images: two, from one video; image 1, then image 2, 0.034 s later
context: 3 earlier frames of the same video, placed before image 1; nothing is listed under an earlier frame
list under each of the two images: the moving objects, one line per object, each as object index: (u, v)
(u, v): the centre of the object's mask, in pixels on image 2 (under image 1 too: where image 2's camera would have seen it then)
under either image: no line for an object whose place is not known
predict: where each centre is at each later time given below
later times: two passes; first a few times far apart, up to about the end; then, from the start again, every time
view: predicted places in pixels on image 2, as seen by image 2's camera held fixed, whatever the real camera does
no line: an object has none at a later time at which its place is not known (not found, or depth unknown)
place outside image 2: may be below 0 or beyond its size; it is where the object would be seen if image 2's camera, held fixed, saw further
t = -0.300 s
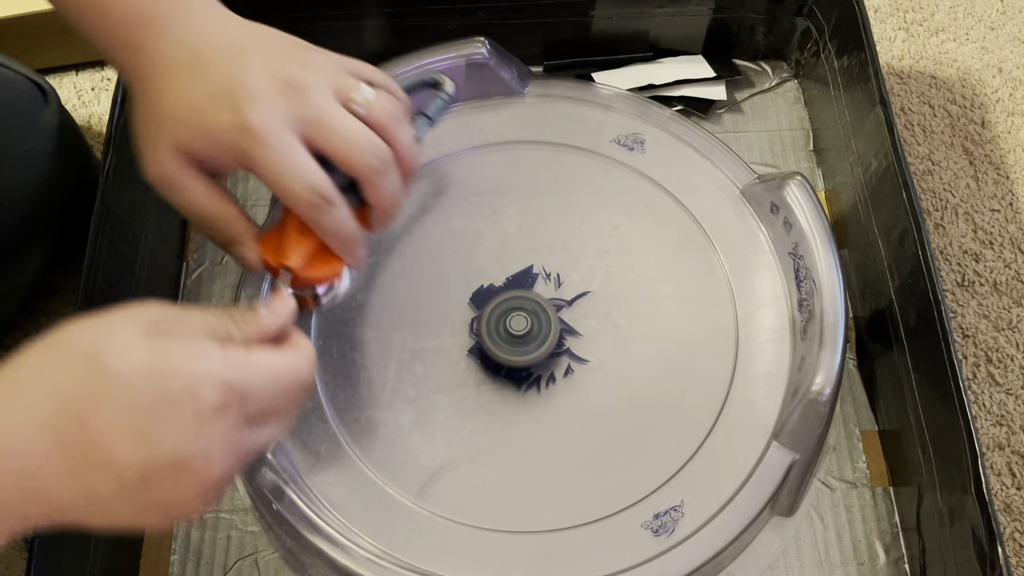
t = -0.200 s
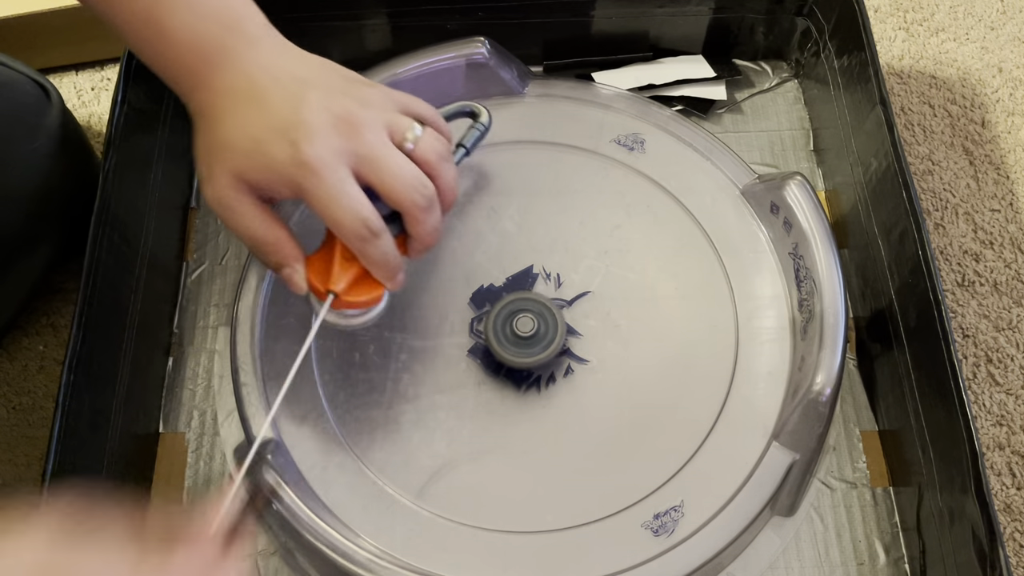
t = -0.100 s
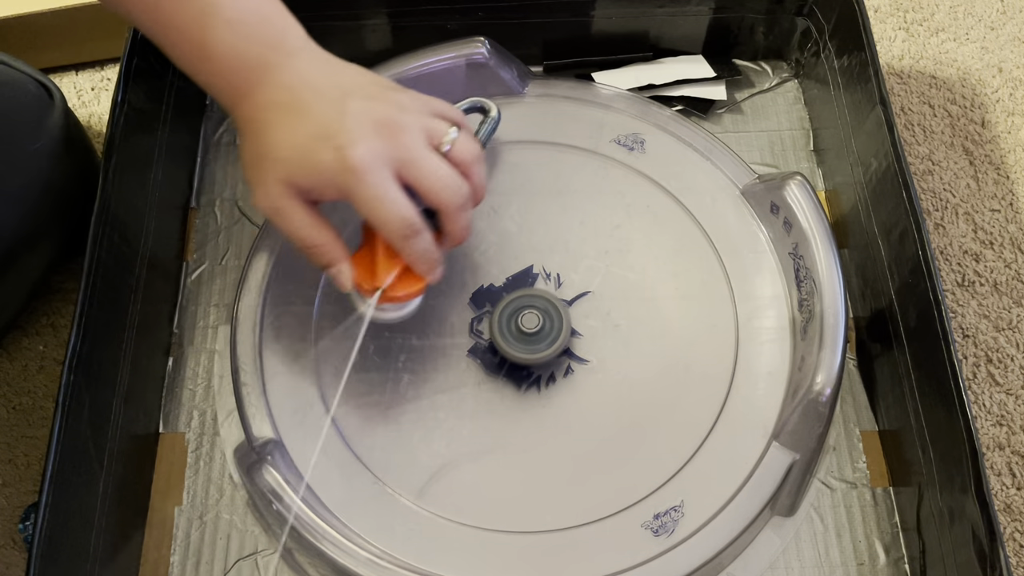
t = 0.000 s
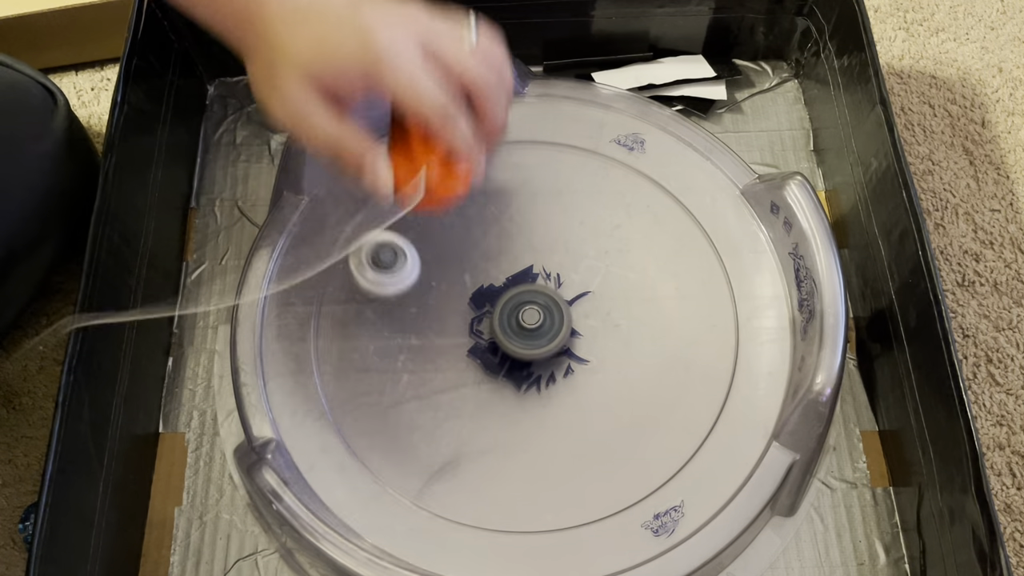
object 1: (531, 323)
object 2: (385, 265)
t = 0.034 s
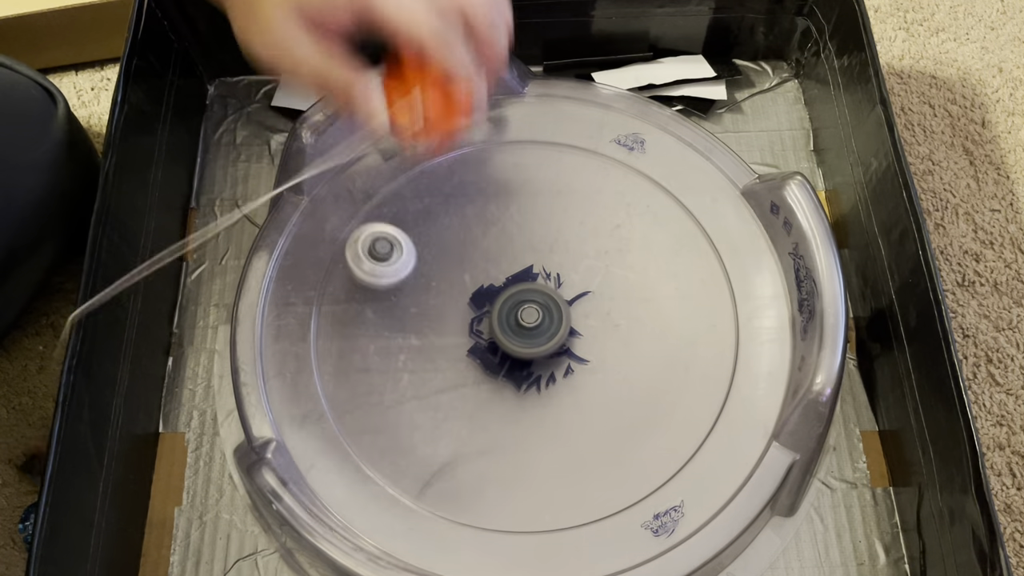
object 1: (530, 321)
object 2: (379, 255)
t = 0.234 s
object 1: (519, 319)
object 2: (321, 217)
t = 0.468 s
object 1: (515, 328)
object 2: (288, 266)
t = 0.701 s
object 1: (523, 326)
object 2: (444, 301)
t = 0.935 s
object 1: (556, 316)
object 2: (444, 151)
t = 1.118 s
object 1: (545, 302)
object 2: (391, 189)
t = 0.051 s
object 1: (529, 321)
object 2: (378, 254)
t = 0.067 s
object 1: (529, 320)
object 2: (375, 250)
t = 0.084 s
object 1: (528, 319)
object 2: (368, 242)
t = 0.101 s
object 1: (527, 319)
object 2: (362, 238)
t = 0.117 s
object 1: (526, 319)
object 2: (357, 235)
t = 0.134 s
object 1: (525, 319)
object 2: (350, 231)
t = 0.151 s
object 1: (524, 318)
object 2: (345, 225)
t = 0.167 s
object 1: (523, 319)
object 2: (340, 224)
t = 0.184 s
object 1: (522, 319)
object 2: (337, 223)
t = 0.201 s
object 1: (521, 319)
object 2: (333, 225)
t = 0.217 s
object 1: (520, 319)
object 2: (328, 221)
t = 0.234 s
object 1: (519, 319)
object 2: (321, 217)
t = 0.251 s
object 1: (518, 319)
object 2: (315, 216)
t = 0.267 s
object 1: (517, 319)
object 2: (309, 214)
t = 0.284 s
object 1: (517, 320)
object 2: (304, 217)
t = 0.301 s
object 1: (516, 320)
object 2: (298, 218)
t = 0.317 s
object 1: (516, 321)
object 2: (293, 220)
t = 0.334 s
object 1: (515, 321)
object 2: (289, 226)
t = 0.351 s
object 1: (515, 322)
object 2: (288, 234)
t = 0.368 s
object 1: (514, 323)
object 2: (287, 242)
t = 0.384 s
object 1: (514, 323)
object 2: (286, 248)
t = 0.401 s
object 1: (514, 324)
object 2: (285, 252)
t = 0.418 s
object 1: (514, 325)
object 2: (285, 256)
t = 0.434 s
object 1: (514, 326)
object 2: (285, 260)
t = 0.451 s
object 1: (514, 327)
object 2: (286, 263)
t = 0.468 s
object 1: (515, 328)
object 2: (288, 266)
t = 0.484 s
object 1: (515, 328)
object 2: (293, 269)
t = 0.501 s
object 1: (516, 329)
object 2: (300, 274)
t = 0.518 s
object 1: (517, 329)
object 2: (307, 278)
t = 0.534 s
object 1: (518, 329)
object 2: (316, 282)
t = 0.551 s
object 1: (519, 329)
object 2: (325, 286)
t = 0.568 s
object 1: (520, 330)
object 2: (334, 290)
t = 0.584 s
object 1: (520, 330)
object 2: (345, 292)
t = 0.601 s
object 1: (521, 329)
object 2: (358, 295)
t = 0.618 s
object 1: (522, 329)
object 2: (372, 297)
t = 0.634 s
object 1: (522, 328)
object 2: (384, 300)
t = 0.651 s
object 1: (523, 328)
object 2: (399, 303)
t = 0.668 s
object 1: (523, 327)
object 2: (412, 305)
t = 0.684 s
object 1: (523, 327)
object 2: (427, 305)
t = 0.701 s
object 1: (523, 326)
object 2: (444, 301)
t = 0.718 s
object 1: (526, 327)
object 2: (453, 295)
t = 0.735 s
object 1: (536, 330)
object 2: (458, 284)
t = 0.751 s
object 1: (543, 332)
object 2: (462, 272)
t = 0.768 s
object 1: (548, 333)
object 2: (467, 259)
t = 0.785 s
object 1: (551, 332)
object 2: (471, 247)
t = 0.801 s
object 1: (553, 331)
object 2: (474, 234)
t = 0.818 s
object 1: (555, 330)
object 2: (474, 221)
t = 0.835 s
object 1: (556, 328)
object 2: (475, 208)
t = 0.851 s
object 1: (556, 326)
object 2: (472, 195)
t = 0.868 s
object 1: (557, 324)
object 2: (469, 182)
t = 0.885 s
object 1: (557, 322)
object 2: (464, 171)
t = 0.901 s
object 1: (557, 320)
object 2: (459, 161)
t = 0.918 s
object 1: (557, 318)
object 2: (451, 151)
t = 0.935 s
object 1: (556, 316)
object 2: (444, 151)
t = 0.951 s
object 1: (556, 314)
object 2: (437, 155)
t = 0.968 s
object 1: (555, 311)
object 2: (430, 161)
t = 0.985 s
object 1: (554, 309)
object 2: (425, 170)
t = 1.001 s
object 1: (553, 308)
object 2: (419, 175)
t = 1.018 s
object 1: (552, 306)
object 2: (414, 176)
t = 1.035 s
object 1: (550, 305)
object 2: (409, 179)
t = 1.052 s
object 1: (549, 304)
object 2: (404, 182)
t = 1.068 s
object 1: (549, 303)
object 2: (400, 183)
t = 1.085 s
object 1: (547, 303)
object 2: (396, 185)
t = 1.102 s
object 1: (546, 302)
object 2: (393, 187)
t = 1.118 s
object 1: (545, 302)
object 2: (391, 189)
